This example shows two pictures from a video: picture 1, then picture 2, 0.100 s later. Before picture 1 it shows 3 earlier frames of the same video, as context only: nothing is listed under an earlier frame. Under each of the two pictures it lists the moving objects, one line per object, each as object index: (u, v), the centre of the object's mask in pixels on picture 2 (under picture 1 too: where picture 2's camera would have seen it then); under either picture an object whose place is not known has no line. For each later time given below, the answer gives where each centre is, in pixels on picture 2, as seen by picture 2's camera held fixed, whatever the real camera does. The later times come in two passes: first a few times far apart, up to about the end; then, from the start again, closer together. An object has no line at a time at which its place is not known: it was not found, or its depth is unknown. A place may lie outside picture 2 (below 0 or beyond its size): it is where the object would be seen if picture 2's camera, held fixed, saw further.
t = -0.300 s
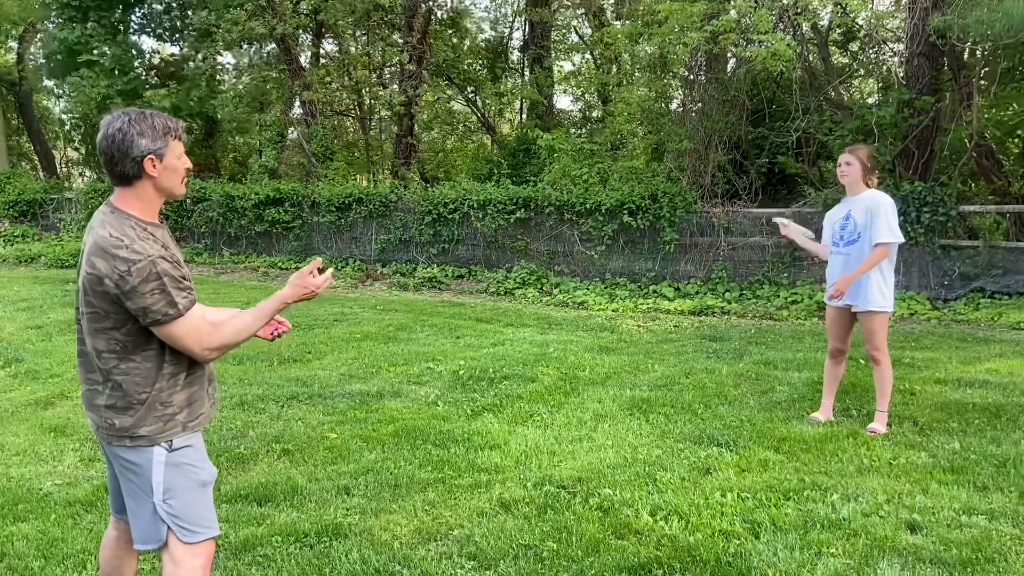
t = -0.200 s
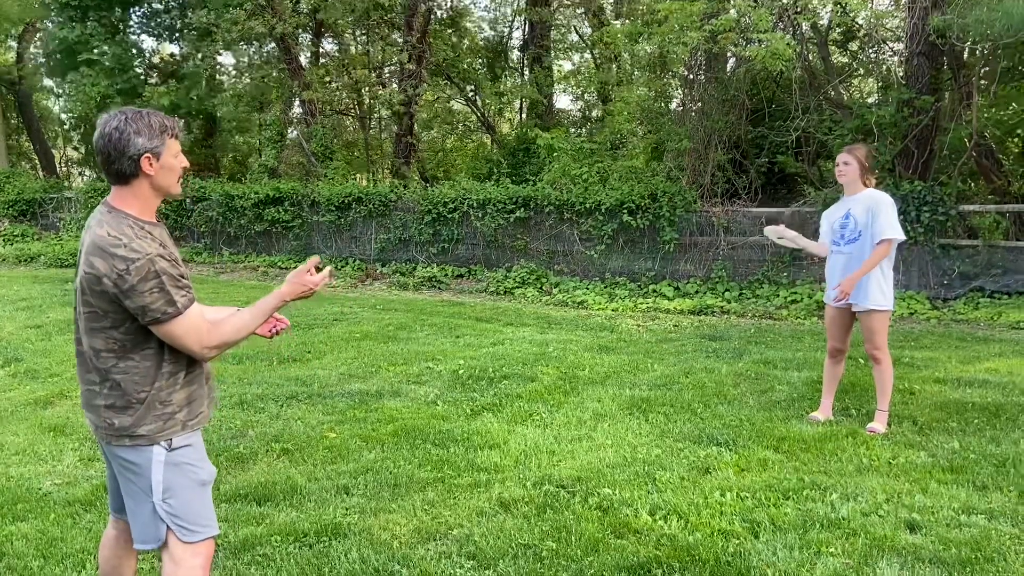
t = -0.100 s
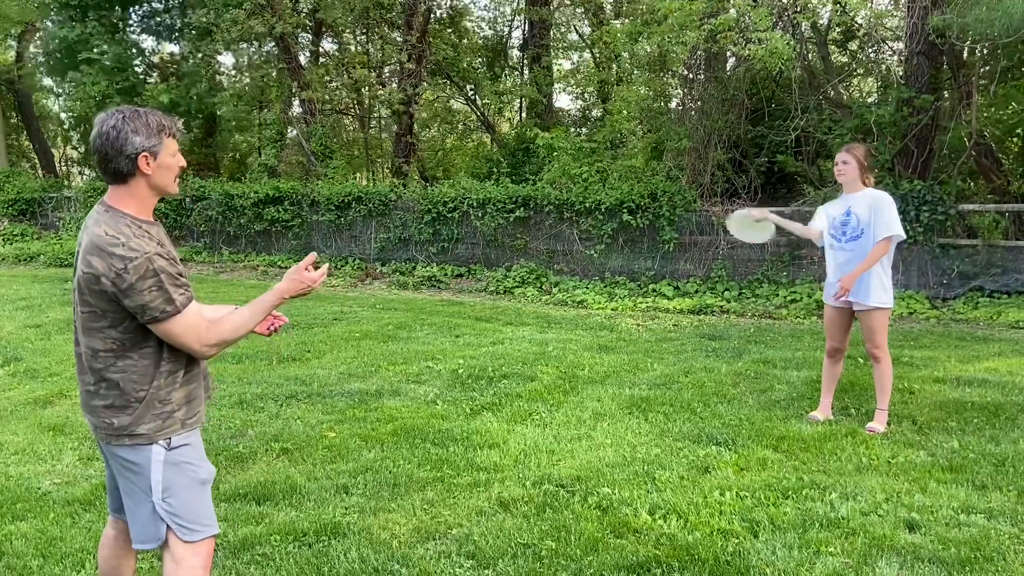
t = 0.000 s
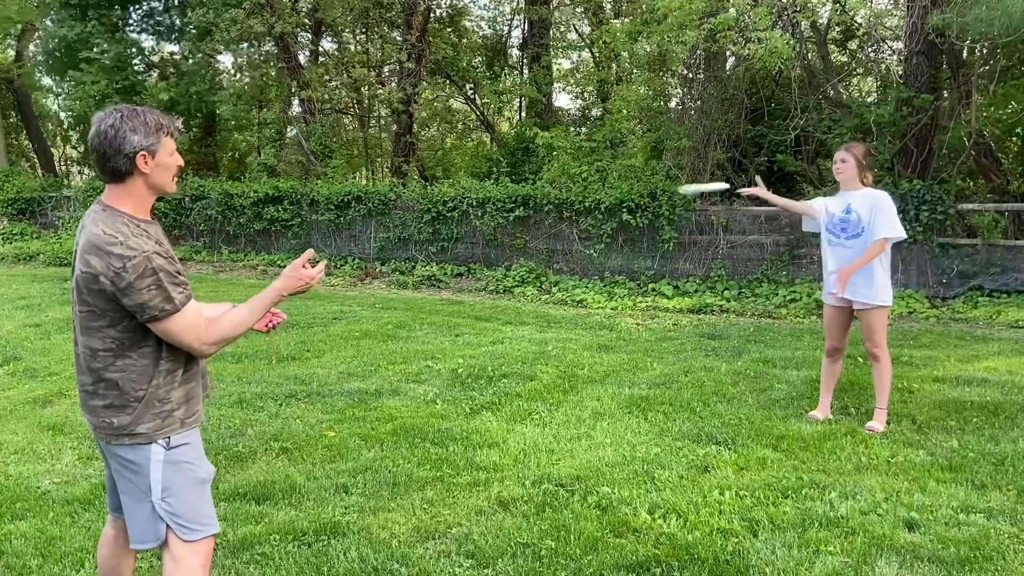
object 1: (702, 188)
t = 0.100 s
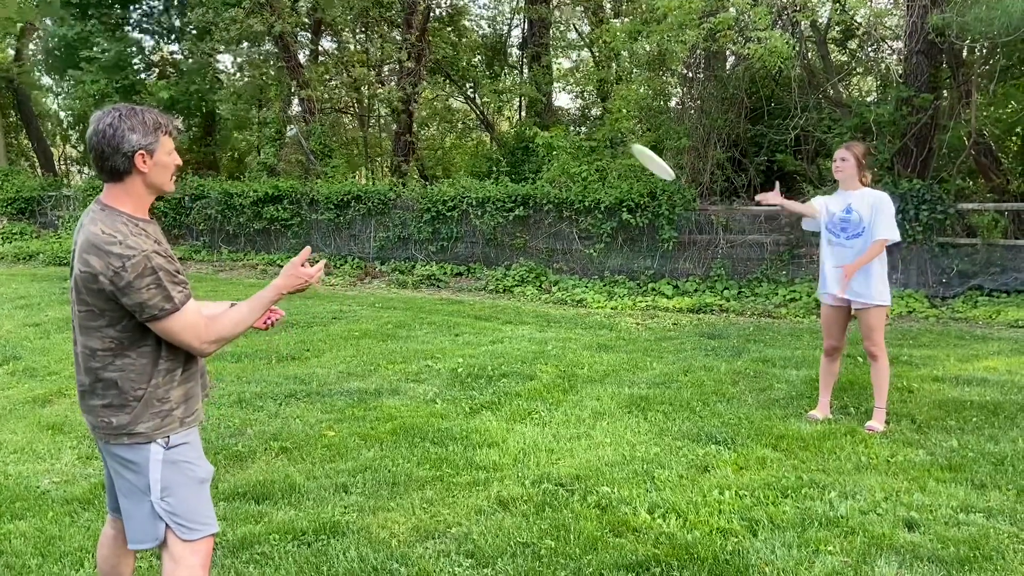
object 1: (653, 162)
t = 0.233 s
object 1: (591, 147)
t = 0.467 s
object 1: (436, 176)
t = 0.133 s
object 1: (635, 156)
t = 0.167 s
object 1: (618, 151)
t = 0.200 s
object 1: (600, 148)
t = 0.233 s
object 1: (591, 147)
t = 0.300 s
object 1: (549, 148)
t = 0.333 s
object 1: (527, 151)
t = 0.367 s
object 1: (504, 155)
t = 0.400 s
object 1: (482, 161)
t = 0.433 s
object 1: (459, 167)
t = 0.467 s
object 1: (436, 176)
